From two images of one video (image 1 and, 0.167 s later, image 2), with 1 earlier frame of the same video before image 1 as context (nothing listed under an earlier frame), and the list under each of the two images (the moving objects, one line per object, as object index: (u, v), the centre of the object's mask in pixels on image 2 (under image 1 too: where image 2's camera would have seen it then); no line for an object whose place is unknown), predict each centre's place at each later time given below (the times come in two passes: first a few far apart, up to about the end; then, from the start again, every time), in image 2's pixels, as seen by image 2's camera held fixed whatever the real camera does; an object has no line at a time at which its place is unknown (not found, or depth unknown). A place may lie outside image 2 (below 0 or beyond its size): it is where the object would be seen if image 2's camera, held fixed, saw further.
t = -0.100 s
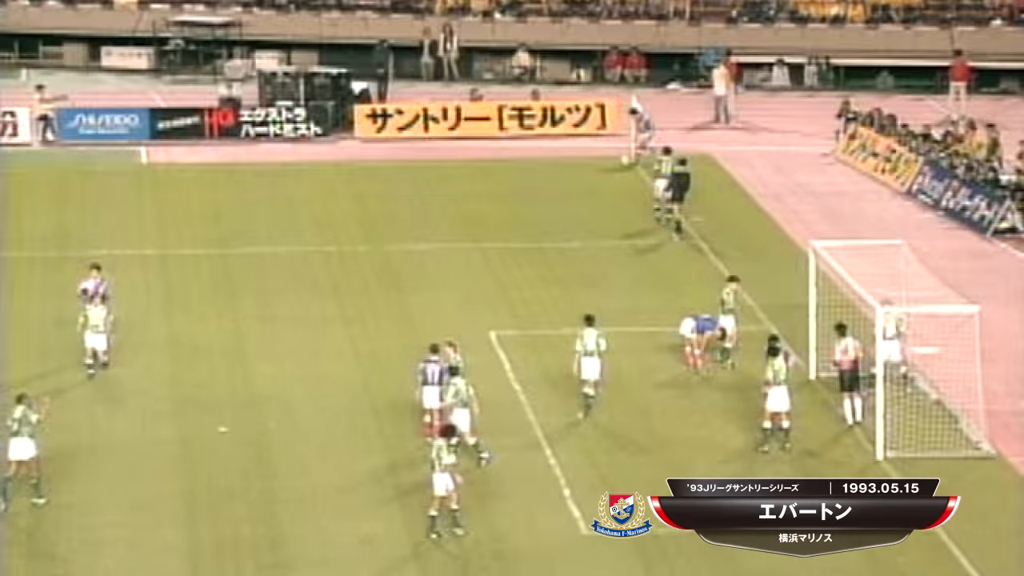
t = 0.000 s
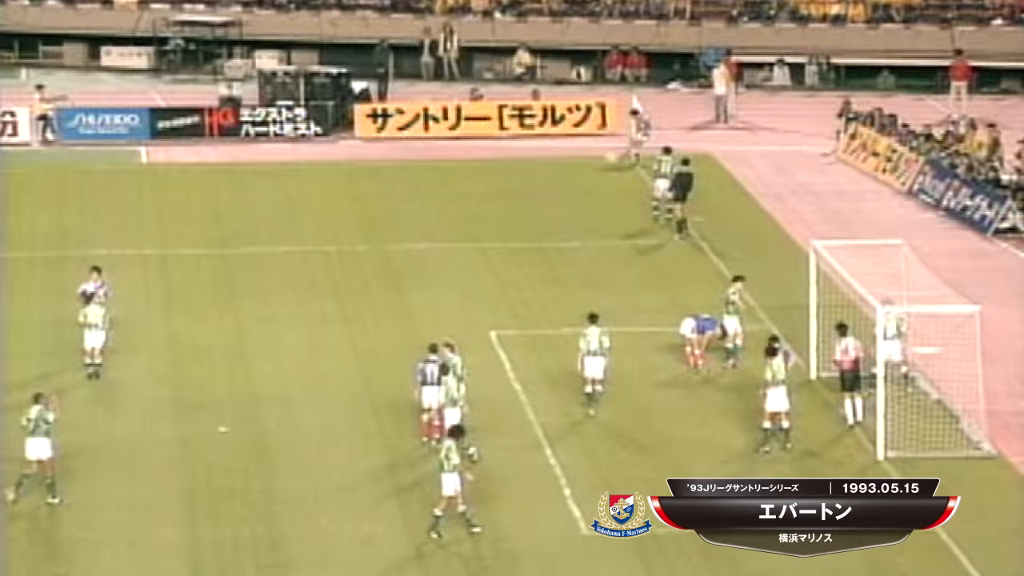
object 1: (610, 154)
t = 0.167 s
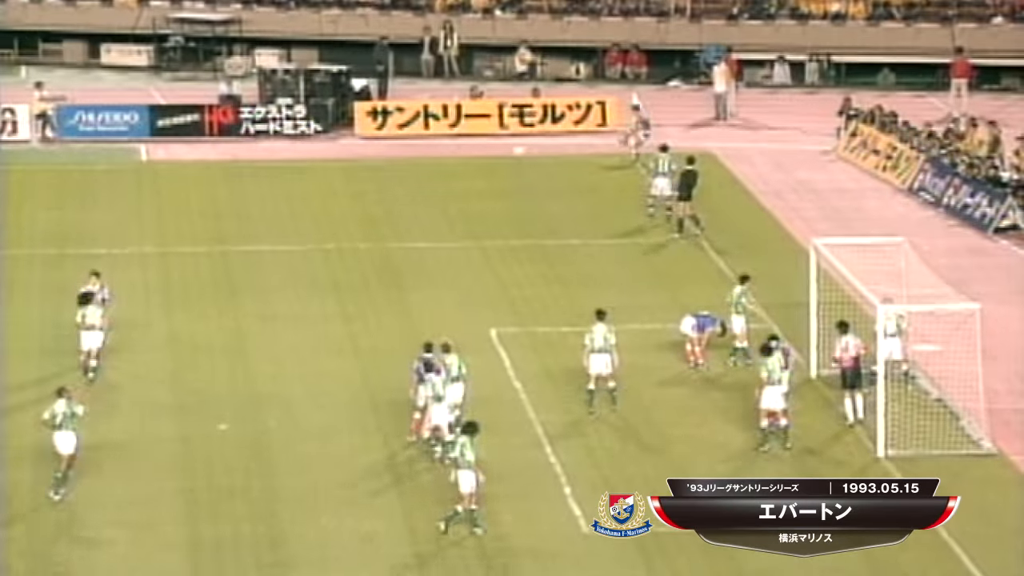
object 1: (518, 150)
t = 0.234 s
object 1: (481, 152)
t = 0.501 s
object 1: (342, 181)
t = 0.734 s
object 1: (245, 205)
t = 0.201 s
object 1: (499, 150)
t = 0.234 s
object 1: (481, 152)
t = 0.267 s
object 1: (464, 154)
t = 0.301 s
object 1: (446, 157)
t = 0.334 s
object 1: (428, 159)
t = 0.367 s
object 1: (412, 163)
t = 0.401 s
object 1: (395, 167)
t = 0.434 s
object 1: (377, 172)
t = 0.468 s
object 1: (359, 178)
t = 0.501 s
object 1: (342, 181)
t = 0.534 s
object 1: (326, 188)
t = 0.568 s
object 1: (310, 195)
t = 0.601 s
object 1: (296, 203)
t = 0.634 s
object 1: (282, 207)
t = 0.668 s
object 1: (269, 206)
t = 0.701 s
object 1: (257, 206)
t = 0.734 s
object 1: (245, 205)
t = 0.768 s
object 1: (232, 205)
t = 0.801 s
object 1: (220, 206)
